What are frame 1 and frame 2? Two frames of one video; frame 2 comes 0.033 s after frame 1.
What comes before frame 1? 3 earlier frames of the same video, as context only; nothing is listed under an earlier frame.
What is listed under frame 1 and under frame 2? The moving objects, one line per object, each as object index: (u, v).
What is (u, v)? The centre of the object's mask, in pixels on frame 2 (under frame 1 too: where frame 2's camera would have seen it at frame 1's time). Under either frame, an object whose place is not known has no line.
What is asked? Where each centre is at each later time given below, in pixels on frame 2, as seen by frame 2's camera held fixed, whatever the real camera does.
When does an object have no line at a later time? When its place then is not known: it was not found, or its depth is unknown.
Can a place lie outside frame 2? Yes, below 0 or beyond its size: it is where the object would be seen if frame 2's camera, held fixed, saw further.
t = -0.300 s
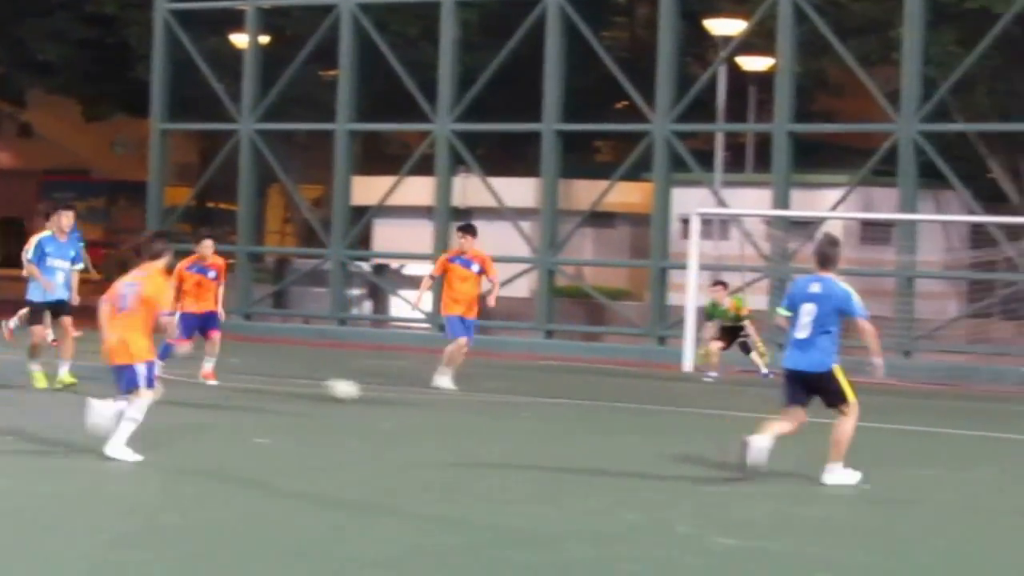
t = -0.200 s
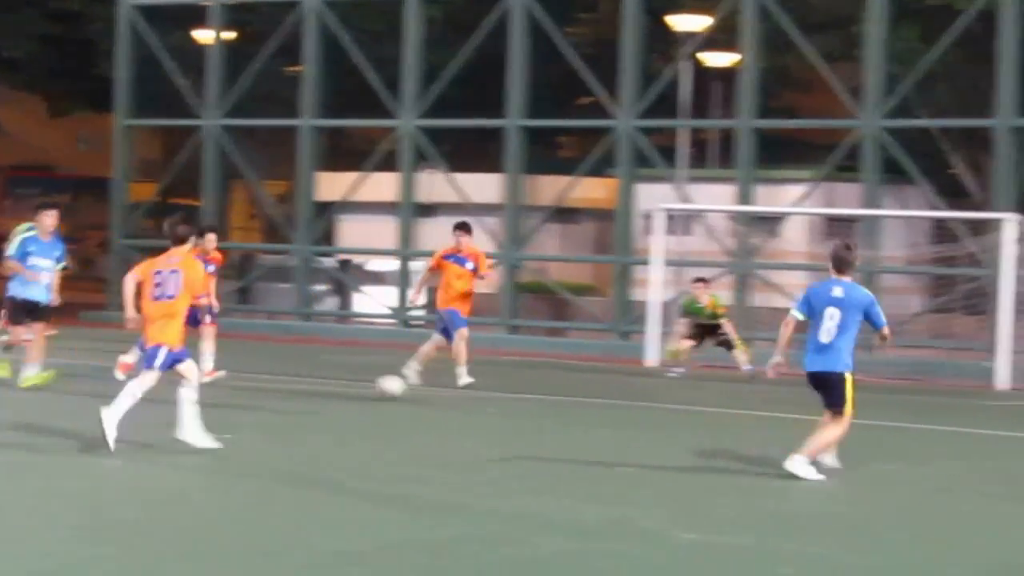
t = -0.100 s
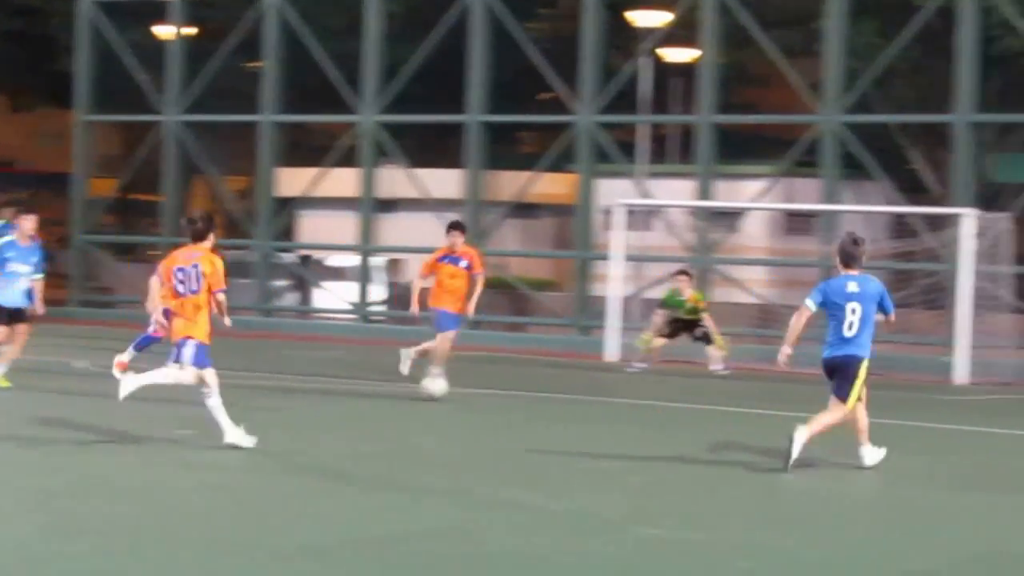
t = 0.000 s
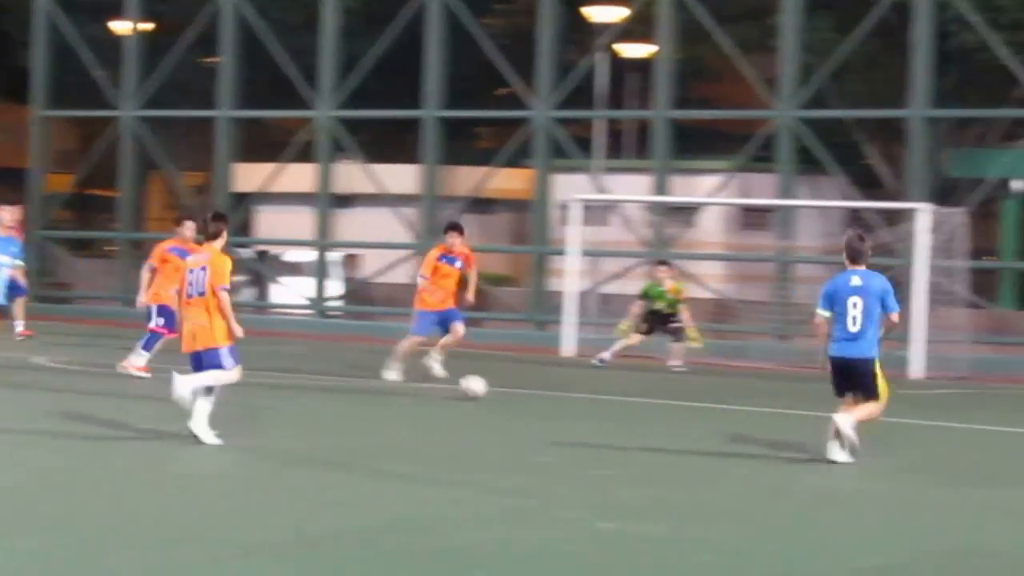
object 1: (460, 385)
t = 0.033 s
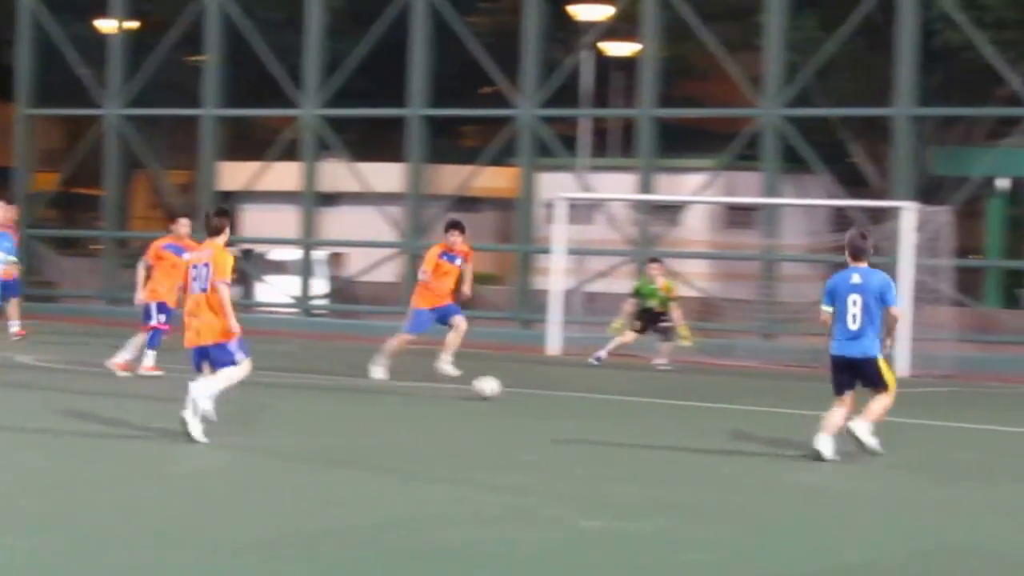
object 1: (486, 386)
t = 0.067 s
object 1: (513, 386)
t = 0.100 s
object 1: (540, 386)
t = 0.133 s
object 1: (568, 388)
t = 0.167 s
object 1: (595, 392)
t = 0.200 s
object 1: (622, 392)
